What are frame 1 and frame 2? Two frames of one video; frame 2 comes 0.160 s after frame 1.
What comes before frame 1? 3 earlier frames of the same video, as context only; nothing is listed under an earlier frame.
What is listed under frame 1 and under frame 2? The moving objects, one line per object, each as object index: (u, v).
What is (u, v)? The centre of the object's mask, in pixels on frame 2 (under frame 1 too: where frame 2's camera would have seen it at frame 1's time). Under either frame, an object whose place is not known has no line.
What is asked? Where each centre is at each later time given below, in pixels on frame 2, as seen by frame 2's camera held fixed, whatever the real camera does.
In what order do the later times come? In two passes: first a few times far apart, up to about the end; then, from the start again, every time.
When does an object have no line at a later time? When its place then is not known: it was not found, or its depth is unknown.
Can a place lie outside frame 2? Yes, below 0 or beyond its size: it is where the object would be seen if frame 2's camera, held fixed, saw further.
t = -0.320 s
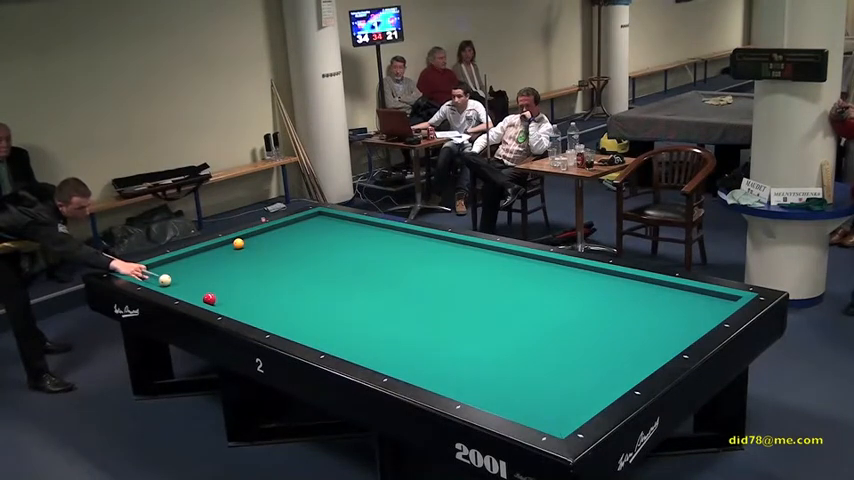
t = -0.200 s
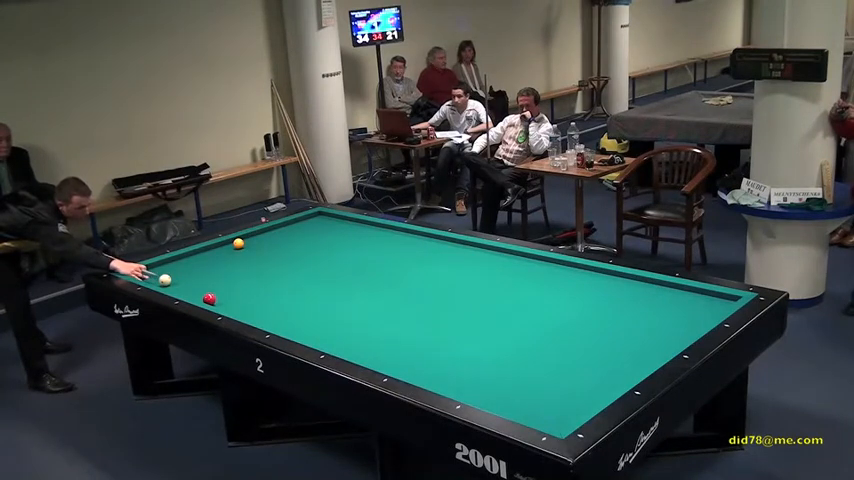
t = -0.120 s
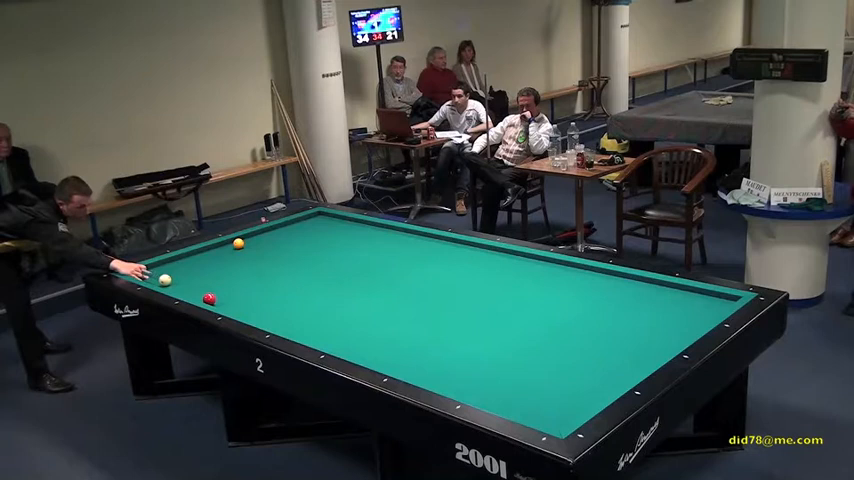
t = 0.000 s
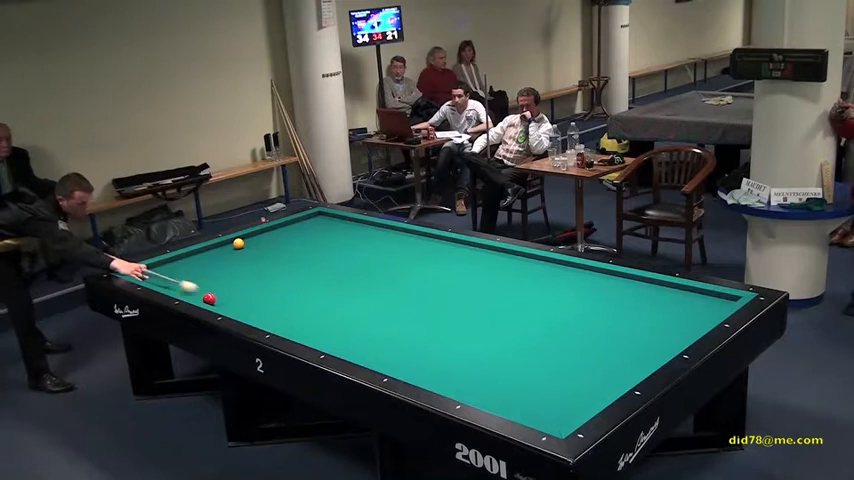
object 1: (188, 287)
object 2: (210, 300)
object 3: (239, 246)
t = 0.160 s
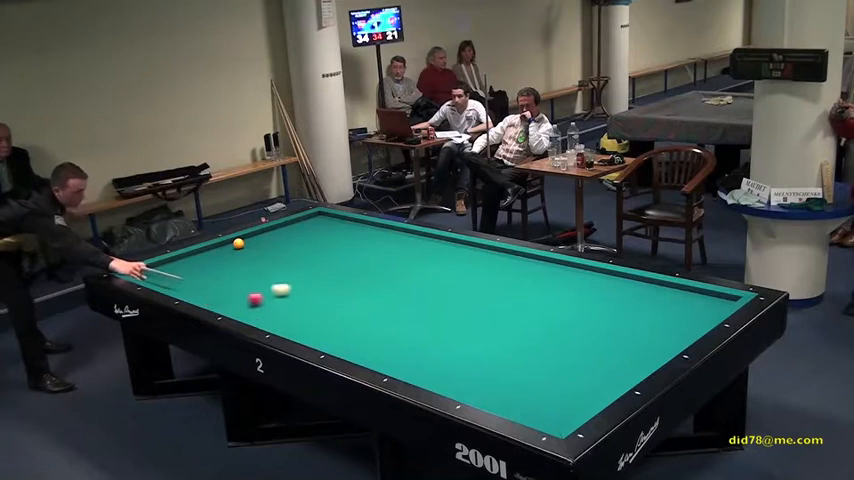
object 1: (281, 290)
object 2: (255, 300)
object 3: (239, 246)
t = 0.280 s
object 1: (351, 286)
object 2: (306, 295)
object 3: (238, 243)
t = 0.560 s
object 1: (524, 285)
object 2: (404, 287)
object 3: (238, 243)
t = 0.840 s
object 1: (696, 294)
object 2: (493, 280)
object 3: (238, 243)
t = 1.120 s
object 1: (618, 310)
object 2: (581, 272)
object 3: (238, 243)
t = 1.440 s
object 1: (495, 314)
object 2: (609, 288)
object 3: (239, 243)
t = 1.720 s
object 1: (398, 318)
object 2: (628, 306)
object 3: (238, 243)
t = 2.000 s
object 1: (304, 322)
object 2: (649, 325)
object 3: (238, 243)
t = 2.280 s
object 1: (263, 307)
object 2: (666, 344)
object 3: (238, 243)
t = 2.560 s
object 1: (251, 286)
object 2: (635, 346)
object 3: (238, 243)
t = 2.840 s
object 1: (241, 267)
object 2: (606, 347)
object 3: (238, 243)
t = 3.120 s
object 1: (232, 251)
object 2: (577, 349)
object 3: (238, 242)
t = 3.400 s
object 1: (230, 243)
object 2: (550, 350)
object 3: (247, 240)
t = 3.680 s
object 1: (259, 243)
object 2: (524, 351)
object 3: (260, 234)
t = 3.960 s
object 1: (286, 243)
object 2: (499, 353)
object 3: (271, 231)
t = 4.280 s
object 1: (318, 243)
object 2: (471, 354)
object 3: (283, 226)
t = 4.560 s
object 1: (345, 243)
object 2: (448, 355)
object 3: (292, 223)
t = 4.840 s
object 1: (372, 243)
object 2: (426, 356)
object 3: (302, 219)
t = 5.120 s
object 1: (399, 243)
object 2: (404, 357)
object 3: (310, 216)
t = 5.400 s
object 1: (425, 243)
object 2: (385, 358)
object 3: (318, 213)
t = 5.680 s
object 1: (450, 243)
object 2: (368, 356)
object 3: (316, 214)
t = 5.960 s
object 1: (469, 245)
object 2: (365, 353)
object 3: (311, 215)
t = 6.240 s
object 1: (478, 249)
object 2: (363, 349)
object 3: (307, 216)
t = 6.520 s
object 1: (487, 254)
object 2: (360, 345)
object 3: (303, 217)
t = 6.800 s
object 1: (496, 259)
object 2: (359, 341)
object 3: (300, 218)
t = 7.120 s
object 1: (506, 264)
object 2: (357, 338)
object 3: (297, 219)
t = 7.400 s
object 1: (515, 269)
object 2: (356, 335)
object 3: (295, 220)
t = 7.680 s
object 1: (524, 274)
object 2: (355, 333)
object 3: (293, 221)
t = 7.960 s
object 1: (533, 279)
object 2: (354, 331)
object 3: (292, 221)
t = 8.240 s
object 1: (541, 283)
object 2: (353, 329)
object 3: (291, 221)
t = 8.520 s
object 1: (550, 287)
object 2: (352, 327)
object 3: (291, 221)
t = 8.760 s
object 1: (556, 291)
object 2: (351, 326)
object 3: (291, 221)
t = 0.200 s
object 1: (304, 288)
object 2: (272, 298)
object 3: (238, 243)
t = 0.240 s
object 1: (328, 287)
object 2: (289, 297)
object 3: (238, 243)
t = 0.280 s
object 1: (351, 286)
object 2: (306, 295)
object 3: (238, 243)
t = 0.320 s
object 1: (375, 285)
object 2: (322, 294)
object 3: (238, 243)
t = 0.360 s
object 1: (399, 284)
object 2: (337, 293)
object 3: (238, 243)
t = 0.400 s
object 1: (424, 284)
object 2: (351, 292)
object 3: (238, 243)
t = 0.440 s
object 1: (448, 284)
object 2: (365, 290)
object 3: (238, 243)
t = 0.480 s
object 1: (473, 284)
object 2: (378, 289)
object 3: (238, 243)
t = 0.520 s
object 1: (498, 284)
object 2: (391, 288)
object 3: (238, 243)
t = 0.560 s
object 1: (524, 285)
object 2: (404, 287)
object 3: (238, 243)
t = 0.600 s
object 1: (549, 285)
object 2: (417, 286)
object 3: (238, 243)
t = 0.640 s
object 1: (576, 285)
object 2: (430, 285)
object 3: (238, 243)
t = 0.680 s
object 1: (602, 286)
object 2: (443, 284)
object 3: (238, 243)
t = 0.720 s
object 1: (629, 286)
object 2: (455, 283)
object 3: (238, 243)
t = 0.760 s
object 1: (657, 286)
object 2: (468, 282)
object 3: (238, 243)
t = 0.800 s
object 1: (683, 287)
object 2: (481, 280)
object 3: (238, 243)
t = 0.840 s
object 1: (696, 294)
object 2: (493, 280)
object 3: (238, 243)
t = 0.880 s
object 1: (709, 301)
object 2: (506, 278)
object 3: (238, 243)
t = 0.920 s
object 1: (718, 306)
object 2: (519, 277)
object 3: (238, 243)
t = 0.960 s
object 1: (698, 308)
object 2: (531, 276)
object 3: (238, 243)
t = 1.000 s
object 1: (677, 309)
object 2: (544, 276)
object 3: (238, 243)
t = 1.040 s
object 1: (657, 309)
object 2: (556, 274)
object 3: (238, 243)
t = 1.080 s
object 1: (637, 310)
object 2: (569, 273)
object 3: (238, 243)
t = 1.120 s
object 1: (618, 310)
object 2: (581, 272)
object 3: (238, 243)
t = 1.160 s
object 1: (601, 311)
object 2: (593, 271)
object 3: (238, 243)
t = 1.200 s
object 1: (584, 311)
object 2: (601, 272)
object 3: (238, 243)
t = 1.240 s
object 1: (567, 312)
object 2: (601, 275)
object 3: (238, 243)
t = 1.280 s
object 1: (552, 312)
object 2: (602, 277)
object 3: (238, 243)
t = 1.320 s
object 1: (537, 313)
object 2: (603, 280)
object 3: (238, 243)
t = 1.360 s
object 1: (523, 313)
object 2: (604, 283)
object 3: (238, 243)
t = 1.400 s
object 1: (509, 314)
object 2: (607, 286)
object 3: (238, 243)
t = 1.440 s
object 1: (495, 314)
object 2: (609, 288)
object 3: (239, 243)
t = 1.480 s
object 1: (481, 315)
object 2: (612, 290)
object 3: (238, 242)
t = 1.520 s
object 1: (467, 316)
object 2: (614, 293)
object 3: (238, 242)
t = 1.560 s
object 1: (453, 316)
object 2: (617, 295)
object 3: (239, 242)
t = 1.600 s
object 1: (440, 317)
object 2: (620, 298)
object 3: (239, 242)
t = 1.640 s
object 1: (426, 317)
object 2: (623, 300)
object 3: (239, 241)
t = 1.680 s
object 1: (412, 318)
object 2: (625, 303)
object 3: (239, 242)
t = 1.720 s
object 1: (398, 318)
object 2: (628, 306)
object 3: (238, 243)
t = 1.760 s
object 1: (385, 319)
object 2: (631, 308)
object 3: (238, 243)
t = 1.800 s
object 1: (372, 319)
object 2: (634, 311)
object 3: (238, 243)
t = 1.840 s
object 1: (358, 320)
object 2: (637, 314)
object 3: (238, 243)
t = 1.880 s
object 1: (344, 320)
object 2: (640, 317)
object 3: (238, 243)
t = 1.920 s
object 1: (331, 321)
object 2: (643, 319)
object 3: (238, 243)
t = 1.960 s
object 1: (318, 321)
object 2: (646, 322)
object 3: (238, 243)
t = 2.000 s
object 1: (304, 322)
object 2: (649, 325)
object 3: (238, 243)
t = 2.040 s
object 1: (292, 322)
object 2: (652, 328)
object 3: (238, 243)
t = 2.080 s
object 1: (279, 322)
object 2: (656, 331)
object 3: (238, 243)
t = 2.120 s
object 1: (267, 321)
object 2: (659, 334)
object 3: (238, 243)
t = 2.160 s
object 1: (267, 318)
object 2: (662, 337)
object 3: (238, 243)
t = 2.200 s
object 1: (266, 315)
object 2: (665, 340)
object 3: (238, 243)
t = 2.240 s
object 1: (264, 311)
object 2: (668, 343)
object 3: (238, 243)
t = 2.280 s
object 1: (263, 307)
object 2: (666, 344)
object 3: (238, 243)
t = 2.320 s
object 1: (261, 304)
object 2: (661, 344)
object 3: (238, 243)
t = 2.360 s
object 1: (259, 301)
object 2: (656, 344)
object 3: (238, 243)
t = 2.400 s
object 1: (257, 298)
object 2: (652, 345)
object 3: (238, 243)
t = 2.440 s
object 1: (255, 295)
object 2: (647, 345)
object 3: (238, 243)
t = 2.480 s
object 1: (254, 292)
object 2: (643, 345)
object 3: (238, 243)
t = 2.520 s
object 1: (252, 289)
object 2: (639, 346)
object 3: (238, 243)
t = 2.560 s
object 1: (251, 286)
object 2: (635, 346)
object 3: (238, 243)
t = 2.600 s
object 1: (249, 283)
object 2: (631, 346)
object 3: (238, 243)
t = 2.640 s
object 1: (248, 281)
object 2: (626, 346)
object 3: (238, 243)
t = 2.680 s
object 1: (246, 278)
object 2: (622, 346)
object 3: (238, 243)
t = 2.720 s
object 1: (245, 275)
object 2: (618, 346)
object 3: (238, 243)
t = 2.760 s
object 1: (243, 272)
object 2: (614, 347)
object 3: (238, 243)
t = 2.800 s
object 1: (242, 270)
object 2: (610, 347)
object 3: (238, 243)
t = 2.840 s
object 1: (241, 267)
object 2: (606, 347)
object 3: (238, 243)
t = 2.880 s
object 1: (240, 265)
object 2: (601, 348)
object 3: (238, 243)
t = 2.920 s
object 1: (238, 262)
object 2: (598, 348)
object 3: (238, 243)
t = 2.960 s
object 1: (237, 260)
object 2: (593, 348)
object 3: (238, 243)
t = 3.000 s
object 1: (236, 258)
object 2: (589, 348)
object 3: (238, 243)
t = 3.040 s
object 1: (234, 256)
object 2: (585, 349)
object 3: (238, 243)
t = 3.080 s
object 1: (233, 254)
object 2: (581, 349)
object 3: (238, 243)
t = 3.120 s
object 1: (232, 251)
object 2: (577, 349)
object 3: (238, 242)
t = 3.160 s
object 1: (231, 249)
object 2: (573, 349)
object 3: (239, 242)
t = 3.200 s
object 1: (230, 247)
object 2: (569, 349)
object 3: (239, 242)
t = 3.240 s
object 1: (227, 246)
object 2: (566, 350)
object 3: (240, 243)
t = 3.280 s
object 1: (224, 245)
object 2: (562, 350)
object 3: (242, 242)
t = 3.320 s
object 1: (221, 243)
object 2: (558, 350)
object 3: (244, 241)
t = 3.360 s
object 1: (225, 243)
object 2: (554, 350)
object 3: (246, 240)
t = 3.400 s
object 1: (230, 243)
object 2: (550, 350)
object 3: (247, 240)
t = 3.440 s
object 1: (234, 243)
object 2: (546, 350)
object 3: (249, 239)
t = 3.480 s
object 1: (239, 243)
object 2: (543, 350)
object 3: (251, 238)
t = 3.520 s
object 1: (242, 243)
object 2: (539, 350)
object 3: (253, 238)
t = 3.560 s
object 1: (246, 243)
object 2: (535, 351)
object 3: (255, 237)
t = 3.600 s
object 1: (251, 244)
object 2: (531, 351)
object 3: (257, 236)
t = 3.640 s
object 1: (254, 243)
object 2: (528, 351)
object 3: (258, 235)
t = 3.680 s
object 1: (259, 243)
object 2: (524, 351)
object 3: (260, 234)
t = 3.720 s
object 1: (263, 243)
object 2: (520, 352)
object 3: (261, 234)
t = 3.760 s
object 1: (267, 243)
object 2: (517, 352)
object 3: (263, 233)
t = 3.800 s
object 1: (271, 243)
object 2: (513, 352)
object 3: (264, 233)
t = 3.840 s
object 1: (275, 243)
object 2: (509, 352)
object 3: (266, 233)
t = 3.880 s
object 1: (279, 243)
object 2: (506, 352)
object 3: (267, 232)
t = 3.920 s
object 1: (282, 243)
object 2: (502, 352)
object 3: (269, 232)
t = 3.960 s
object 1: (286, 243)
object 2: (499, 353)
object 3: (271, 231)
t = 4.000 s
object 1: (290, 243)
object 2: (495, 353)
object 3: (272, 230)
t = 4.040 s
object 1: (294, 243)
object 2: (492, 353)
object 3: (274, 230)
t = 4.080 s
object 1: (298, 243)
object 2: (488, 353)
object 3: (275, 229)
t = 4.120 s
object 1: (302, 243)
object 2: (485, 353)
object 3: (277, 229)
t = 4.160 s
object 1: (306, 243)
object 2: (481, 353)
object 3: (278, 228)
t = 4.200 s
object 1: (310, 243)
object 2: (478, 354)
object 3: (280, 227)
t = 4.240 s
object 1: (314, 243)
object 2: (474, 354)
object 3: (281, 227)
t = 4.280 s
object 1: (318, 243)
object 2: (471, 354)
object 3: (283, 226)
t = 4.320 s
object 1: (322, 243)
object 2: (467, 354)
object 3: (284, 226)
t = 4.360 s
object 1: (326, 243)
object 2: (464, 354)
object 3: (286, 225)
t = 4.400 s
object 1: (329, 243)
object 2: (461, 355)
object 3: (287, 225)
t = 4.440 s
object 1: (334, 243)
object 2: (458, 355)
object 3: (288, 224)
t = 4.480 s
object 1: (337, 243)
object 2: (454, 355)
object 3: (290, 224)
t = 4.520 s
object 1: (341, 243)
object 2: (451, 355)
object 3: (291, 223)
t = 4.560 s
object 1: (345, 243)
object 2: (448, 355)
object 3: (292, 223)
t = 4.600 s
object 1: (349, 243)
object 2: (445, 356)
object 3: (294, 222)
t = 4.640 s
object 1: (353, 243)
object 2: (441, 355)
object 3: (295, 222)
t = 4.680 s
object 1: (357, 243)
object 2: (438, 356)
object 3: (297, 221)
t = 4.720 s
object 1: (361, 243)
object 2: (435, 356)
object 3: (298, 221)
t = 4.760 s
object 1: (365, 243)
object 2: (432, 356)
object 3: (299, 220)
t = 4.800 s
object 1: (368, 243)
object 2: (429, 356)
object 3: (300, 220)
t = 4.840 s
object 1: (372, 243)
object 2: (426, 356)
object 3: (302, 219)
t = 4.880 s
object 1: (376, 243)
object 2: (423, 356)
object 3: (303, 219)
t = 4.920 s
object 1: (380, 243)
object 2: (419, 356)
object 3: (304, 219)
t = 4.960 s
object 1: (384, 243)
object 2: (416, 356)
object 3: (305, 218)
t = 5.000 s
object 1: (388, 243)
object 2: (413, 357)
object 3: (307, 218)
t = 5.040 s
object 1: (391, 243)
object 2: (410, 357)
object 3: (308, 217)
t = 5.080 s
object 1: (395, 243)
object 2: (407, 357)
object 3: (309, 217)
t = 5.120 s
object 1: (399, 243)
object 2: (404, 357)
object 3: (310, 216)
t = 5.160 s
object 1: (403, 243)
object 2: (401, 357)
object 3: (311, 216)
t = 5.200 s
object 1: (406, 243)
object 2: (398, 358)
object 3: (313, 216)
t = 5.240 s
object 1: (410, 243)
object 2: (395, 358)
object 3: (314, 215)
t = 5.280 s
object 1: (414, 242)
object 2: (393, 358)
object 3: (315, 215)
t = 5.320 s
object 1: (418, 242)
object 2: (390, 358)
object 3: (316, 214)
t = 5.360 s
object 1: (421, 243)
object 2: (387, 358)
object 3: (317, 214)
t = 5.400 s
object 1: (425, 243)
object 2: (385, 358)
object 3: (318, 213)
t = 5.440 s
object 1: (429, 243)
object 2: (382, 358)
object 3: (319, 213)
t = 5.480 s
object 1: (433, 243)
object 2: (379, 358)
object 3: (320, 213)
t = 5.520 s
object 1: (436, 242)
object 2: (376, 357)
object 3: (319, 213)
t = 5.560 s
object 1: (440, 242)
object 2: (374, 357)
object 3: (318, 213)
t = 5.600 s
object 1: (444, 243)
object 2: (371, 357)
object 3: (317, 213)
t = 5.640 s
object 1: (447, 243)
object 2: (369, 356)
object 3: (317, 214)
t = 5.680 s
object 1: (450, 243)
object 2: (368, 356)
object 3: (316, 214)
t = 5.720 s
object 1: (454, 243)
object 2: (368, 355)
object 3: (315, 214)
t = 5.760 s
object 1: (458, 243)
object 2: (367, 355)
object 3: (314, 214)
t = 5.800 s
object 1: (462, 242)
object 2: (367, 354)
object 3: (314, 214)
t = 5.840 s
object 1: (465, 243)
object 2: (366, 354)
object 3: (313, 215)
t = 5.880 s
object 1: (466, 243)
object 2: (366, 354)
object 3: (312, 215)
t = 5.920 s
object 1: (467, 244)
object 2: (366, 353)
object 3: (312, 215)
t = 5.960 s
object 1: (469, 245)
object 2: (365, 353)
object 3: (311, 215)
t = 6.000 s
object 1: (470, 246)
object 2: (365, 352)
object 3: (310, 215)
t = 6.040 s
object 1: (472, 246)
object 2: (365, 352)
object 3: (310, 216)
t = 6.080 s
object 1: (473, 247)
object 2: (364, 351)
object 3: (309, 216)
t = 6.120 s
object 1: (474, 248)
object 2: (364, 351)
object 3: (308, 216)
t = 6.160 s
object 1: (475, 248)
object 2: (364, 350)
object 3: (308, 216)
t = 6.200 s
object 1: (476, 249)
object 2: (363, 350)
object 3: (307, 216)
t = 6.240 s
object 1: (478, 249)
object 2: (363, 349)
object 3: (307, 216)
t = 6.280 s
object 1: (479, 250)
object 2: (362, 349)
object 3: (306, 216)
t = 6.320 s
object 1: (480, 251)
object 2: (362, 348)
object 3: (305, 217)
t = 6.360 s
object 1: (482, 252)
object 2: (362, 347)
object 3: (305, 217)
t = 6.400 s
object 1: (483, 252)
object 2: (361, 347)
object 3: (304, 217)
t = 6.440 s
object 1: (484, 253)
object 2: (361, 346)
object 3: (304, 217)
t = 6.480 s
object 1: (485, 253)
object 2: (361, 346)
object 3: (303, 217)
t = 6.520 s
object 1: (487, 254)
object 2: (360, 345)
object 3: (303, 217)
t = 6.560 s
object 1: (488, 255)
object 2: (360, 345)
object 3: (302, 218)
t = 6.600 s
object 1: (489, 256)
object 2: (360, 344)
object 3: (302, 218)
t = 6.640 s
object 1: (491, 256)
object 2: (360, 343)
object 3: (301, 218)
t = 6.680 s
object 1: (492, 257)
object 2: (360, 343)
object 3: (301, 218)
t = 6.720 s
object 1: (494, 258)
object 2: (359, 343)
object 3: (300, 218)
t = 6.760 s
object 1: (495, 259)
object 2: (359, 342)
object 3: (300, 218)
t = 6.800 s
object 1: (496, 259)
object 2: (359, 341)
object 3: (300, 218)
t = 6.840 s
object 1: (497, 260)
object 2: (359, 341)
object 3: (299, 218)
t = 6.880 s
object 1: (499, 260)
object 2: (359, 341)
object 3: (299, 219)
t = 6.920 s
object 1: (500, 261)
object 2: (358, 340)
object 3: (299, 219)
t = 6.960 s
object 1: (501, 262)
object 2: (358, 340)
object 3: (298, 219)
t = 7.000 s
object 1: (503, 262)
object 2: (358, 339)
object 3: (298, 219)
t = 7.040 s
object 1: (504, 263)
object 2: (358, 339)
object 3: (298, 219)
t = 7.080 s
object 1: (505, 264)
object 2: (358, 338)
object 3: (297, 219)
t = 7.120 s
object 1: (506, 264)
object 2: (357, 338)
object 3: (297, 219)
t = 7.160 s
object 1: (508, 265)
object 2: (357, 337)
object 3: (297, 219)
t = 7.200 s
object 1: (509, 266)
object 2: (357, 337)
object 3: (296, 220)
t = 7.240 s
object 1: (510, 266)
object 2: (357, 337)
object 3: (296, 219)
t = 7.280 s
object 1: (512, 267)
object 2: (357, 336)
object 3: (296, 220)
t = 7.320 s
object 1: (513, 268)
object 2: (356, 336)
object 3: (295, 220)
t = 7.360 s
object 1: (514, 268)
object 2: (356, 335)
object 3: (295, 220)
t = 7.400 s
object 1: (515, 269)
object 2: (356, 335)
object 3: (295, 220)
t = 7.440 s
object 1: (516, 270)
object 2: (356, 335)
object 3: (295, 220)
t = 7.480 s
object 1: (518, 271)
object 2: (356, 334)
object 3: (294, 220)
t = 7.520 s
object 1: (519, 271)
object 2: (356, 334)
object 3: (294, 220)
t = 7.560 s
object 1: (520, 272)
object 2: (355, 334)
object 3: (294, 220)
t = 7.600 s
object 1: (521, 273)
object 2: (355, 334)
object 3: (294, 220)
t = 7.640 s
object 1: (522, 273)
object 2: (355, 333)
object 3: (294, 220)
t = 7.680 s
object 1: (524, 274)
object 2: (355, 333)
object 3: (293, 221)
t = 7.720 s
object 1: (525, 274)
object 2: (355, 332)
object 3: (293, 221)
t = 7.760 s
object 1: (526, 275)
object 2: (355, 332)
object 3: (293, 221)
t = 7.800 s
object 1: (528, 276)
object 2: (355, 332)
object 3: (293, 221)
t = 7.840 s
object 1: (529, 276)
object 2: (354, 332)
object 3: (292, 221)
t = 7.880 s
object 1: (530, 277)
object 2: (354, 331)
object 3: (292, 221)
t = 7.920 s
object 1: (531, 278)
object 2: (354, 331)
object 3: (292, 221)
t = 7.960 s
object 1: (533, 279)
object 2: (354, 331)
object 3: (292, 221)
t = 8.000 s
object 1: (534, 279)
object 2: (354, 330)
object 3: (292, 221)
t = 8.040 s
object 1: (535, 280)
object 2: (354, 330)
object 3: (292, 221)
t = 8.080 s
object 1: (536, 280)
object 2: (353, 330)
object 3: (292, 221)
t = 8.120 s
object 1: (537, 281)
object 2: (353, 329)
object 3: (292, 221)
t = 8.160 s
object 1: (539, 282)
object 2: (353, 329)
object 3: (292, 221)
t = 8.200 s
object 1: (540, 282)
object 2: (353, 329)
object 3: (291, 221)
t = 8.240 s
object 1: (541, 283)
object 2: (353, 329)
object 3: (291, 221)
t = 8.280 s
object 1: (542, 284)
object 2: (353, 328)
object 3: (291, 221)
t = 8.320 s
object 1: (543, 284)
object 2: (353, 328)
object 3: (291, 221)
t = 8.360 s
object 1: (545, 285)
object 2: (353, 328)
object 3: (291, 221)
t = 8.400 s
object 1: (546, 286)
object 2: (352, 328)
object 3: (291, 221)
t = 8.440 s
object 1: (547, 286)
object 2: (352, 328)
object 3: (291, 221)
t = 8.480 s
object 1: (548, 287)
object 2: (352, 327)
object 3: (291, 221)
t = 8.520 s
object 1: (550, 287)
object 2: (352, 327)
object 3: (291, 221)
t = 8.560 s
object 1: (551, 288)
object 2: (352, 327)
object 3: (291, 221)
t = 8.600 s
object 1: (551, 289)
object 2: (352, 327)
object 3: (291, 221)
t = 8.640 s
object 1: (553, 289)
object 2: (352, 327)
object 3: (291, 221)
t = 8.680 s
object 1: (554, 290)
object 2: (352, 326)
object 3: (291, 221)
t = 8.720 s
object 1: (555, 291)
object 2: (352, 326)
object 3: (291, 221)
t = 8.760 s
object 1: (556, 291)
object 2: (351, 326)
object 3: (291, 221)
